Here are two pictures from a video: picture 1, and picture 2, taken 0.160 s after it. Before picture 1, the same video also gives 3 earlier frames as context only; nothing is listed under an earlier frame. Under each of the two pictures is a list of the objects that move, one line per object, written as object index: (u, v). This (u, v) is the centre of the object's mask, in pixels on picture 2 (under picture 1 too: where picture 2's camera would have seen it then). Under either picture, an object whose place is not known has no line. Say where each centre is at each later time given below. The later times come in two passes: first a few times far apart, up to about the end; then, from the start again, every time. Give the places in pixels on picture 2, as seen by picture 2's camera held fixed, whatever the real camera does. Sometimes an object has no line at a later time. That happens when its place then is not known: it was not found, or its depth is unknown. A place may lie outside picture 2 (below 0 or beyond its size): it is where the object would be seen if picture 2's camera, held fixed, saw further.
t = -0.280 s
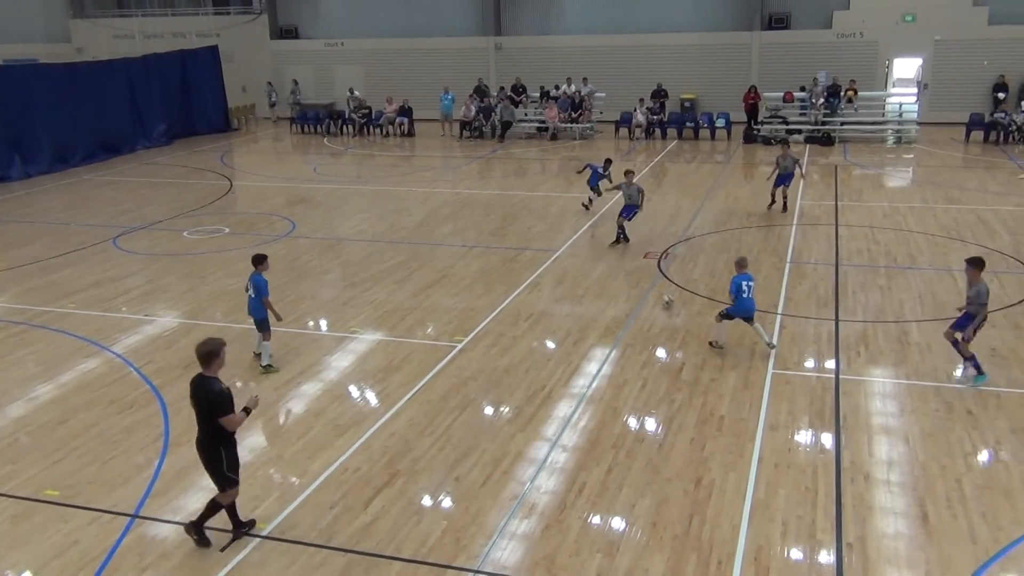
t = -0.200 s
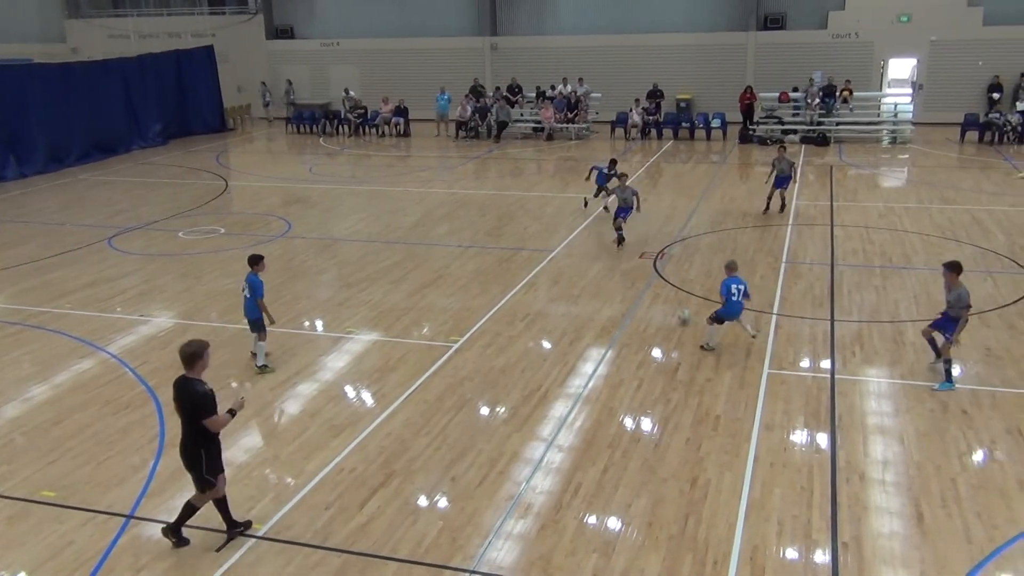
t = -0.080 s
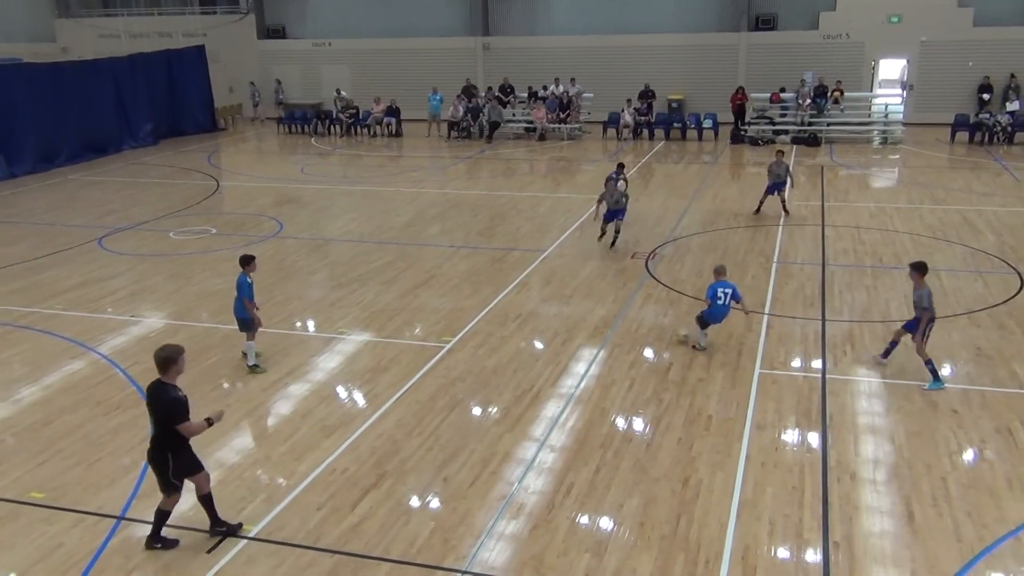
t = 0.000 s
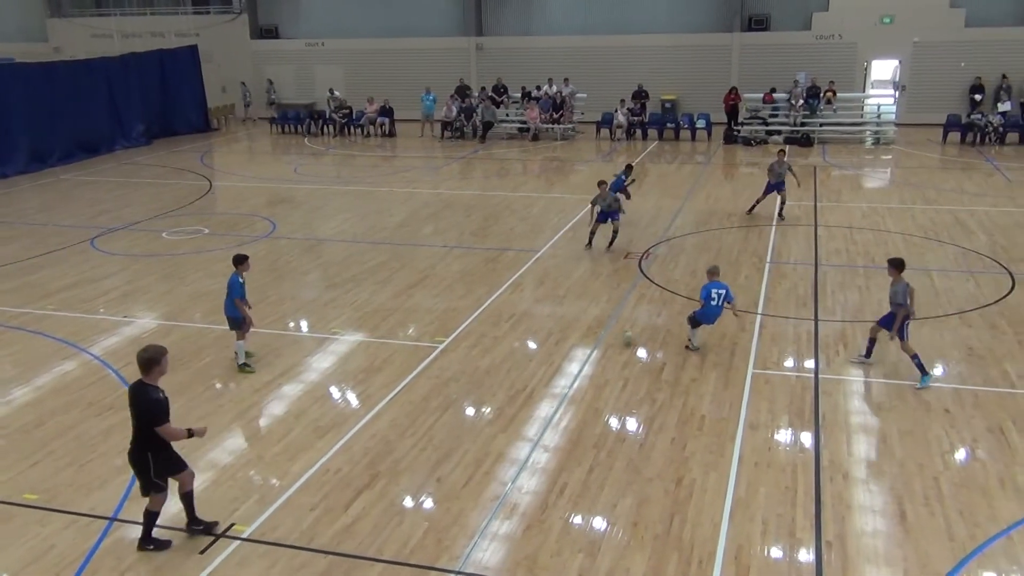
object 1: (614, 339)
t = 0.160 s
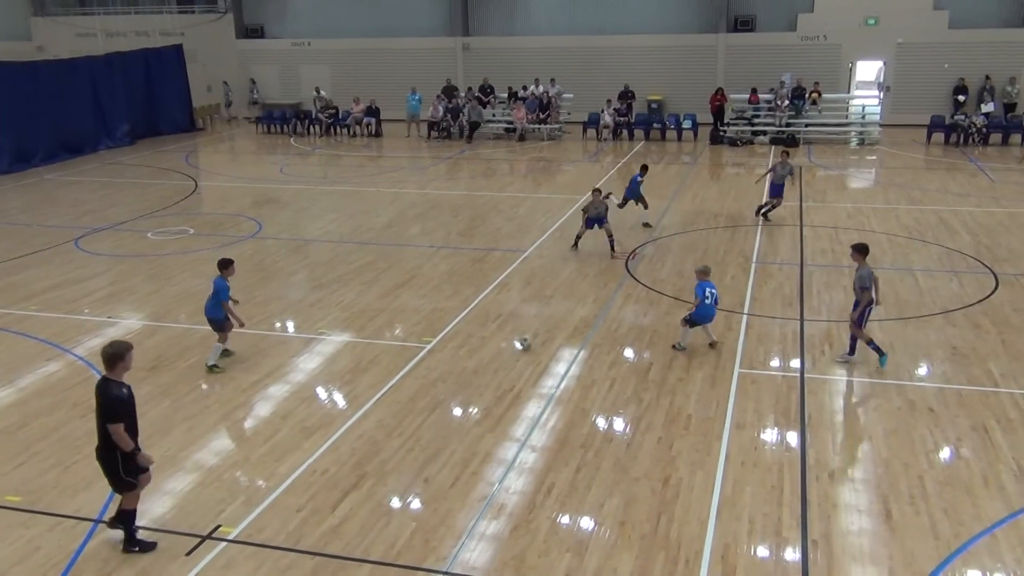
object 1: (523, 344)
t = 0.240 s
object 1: (484, 345)
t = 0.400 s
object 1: (405, 350)
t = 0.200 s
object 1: (505, 346)
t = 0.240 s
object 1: (484, 345)
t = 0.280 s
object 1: (463, 347)
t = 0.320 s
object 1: (444, 349)
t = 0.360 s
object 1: (424, 349)
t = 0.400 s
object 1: (405, 350)
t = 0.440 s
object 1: (387, 353)
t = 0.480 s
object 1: (370, 353)
